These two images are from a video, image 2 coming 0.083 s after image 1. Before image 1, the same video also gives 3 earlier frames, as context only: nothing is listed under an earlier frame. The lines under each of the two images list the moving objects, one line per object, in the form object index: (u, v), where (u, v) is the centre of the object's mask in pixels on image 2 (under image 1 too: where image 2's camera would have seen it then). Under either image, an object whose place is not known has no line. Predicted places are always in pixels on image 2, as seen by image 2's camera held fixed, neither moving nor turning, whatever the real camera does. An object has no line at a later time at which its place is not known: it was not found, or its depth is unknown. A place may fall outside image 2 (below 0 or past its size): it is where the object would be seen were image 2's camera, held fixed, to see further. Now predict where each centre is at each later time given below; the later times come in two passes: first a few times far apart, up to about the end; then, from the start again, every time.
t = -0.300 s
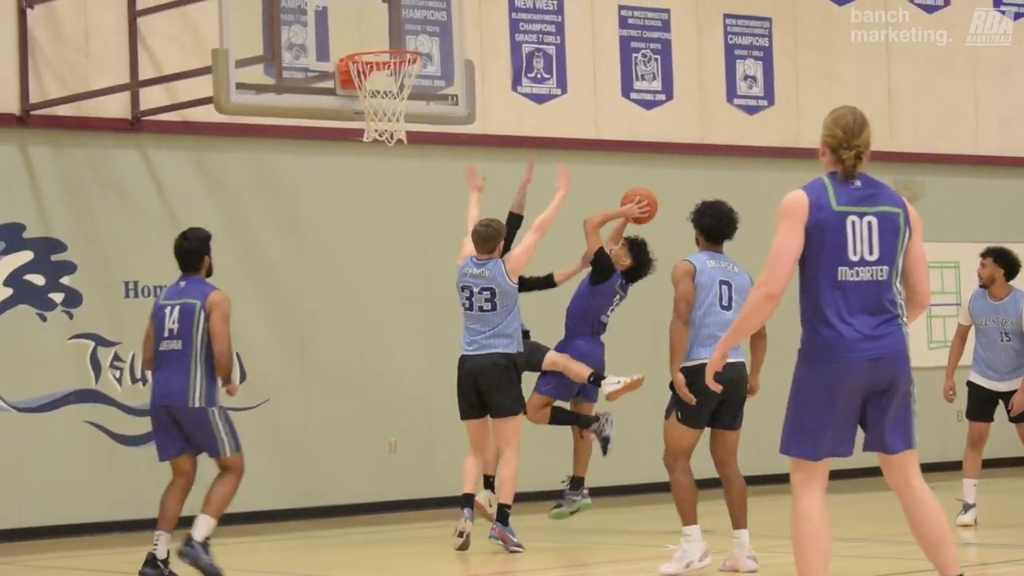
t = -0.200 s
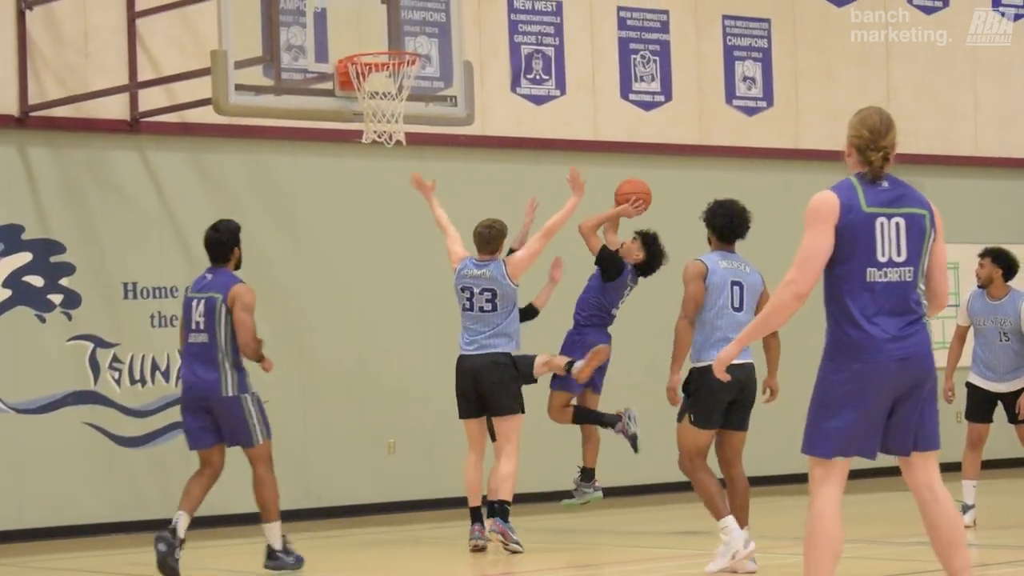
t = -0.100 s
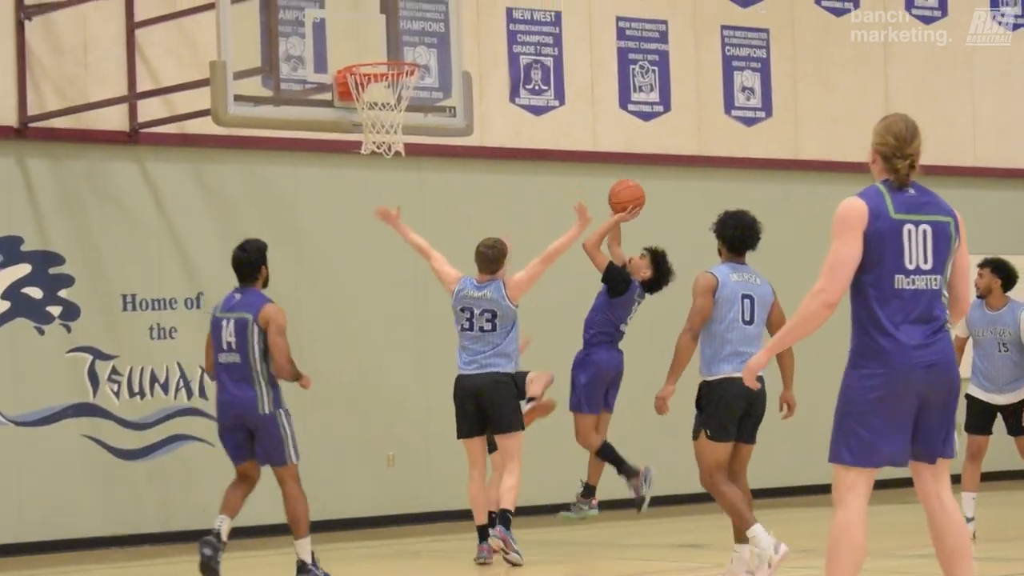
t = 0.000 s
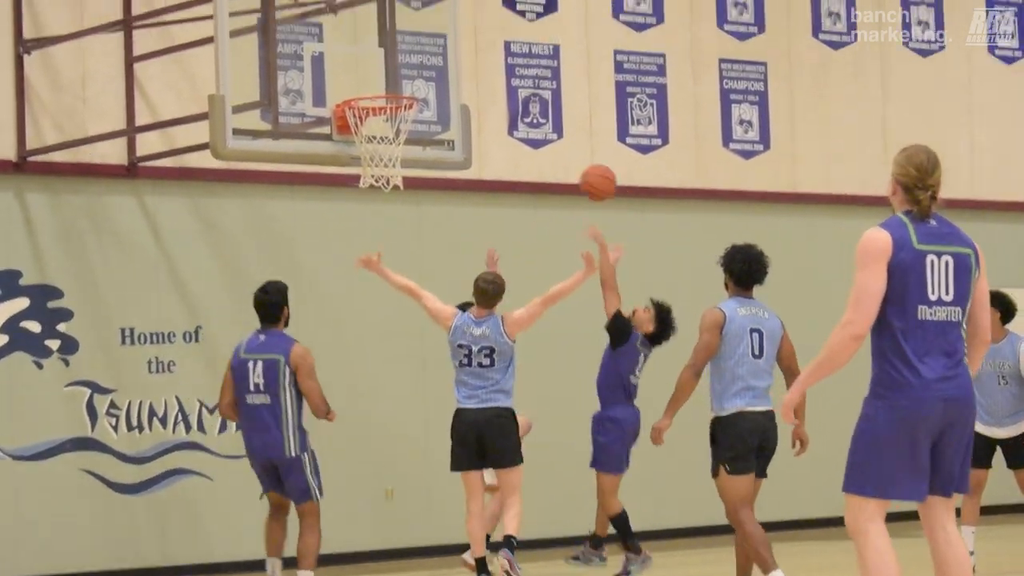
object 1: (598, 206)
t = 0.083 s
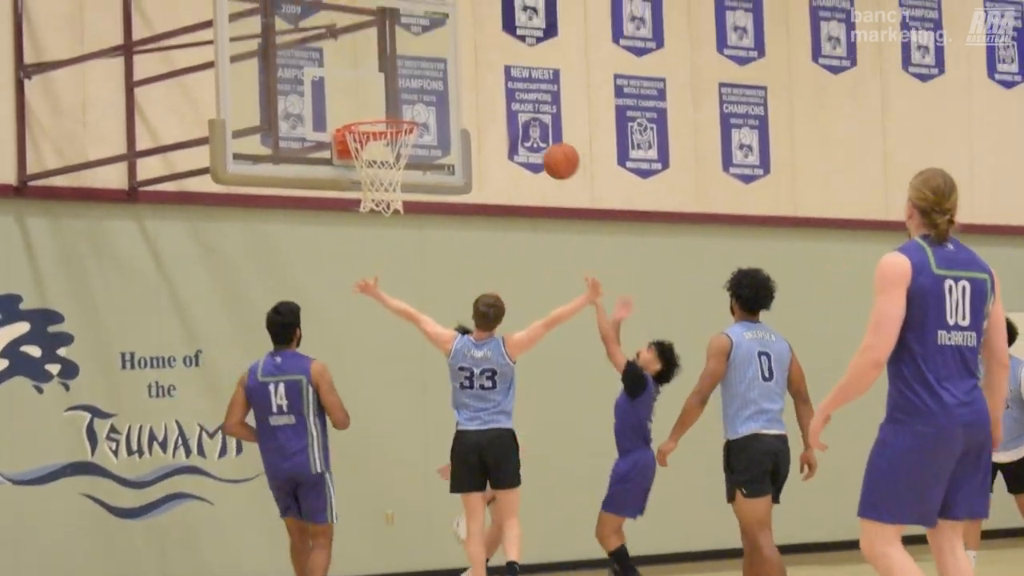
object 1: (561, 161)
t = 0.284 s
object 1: (473, 94)
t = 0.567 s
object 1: (383, 100)
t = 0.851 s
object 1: (379, 196)
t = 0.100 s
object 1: (554, 153)
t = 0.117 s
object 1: (547, 146)
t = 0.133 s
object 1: (539, 138)
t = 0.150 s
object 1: (531, 132)
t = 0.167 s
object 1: (524, 126)
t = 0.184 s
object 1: (517, 120)
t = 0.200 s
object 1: (509, 114)
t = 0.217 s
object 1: (502, 109)
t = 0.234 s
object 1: (494, 105)
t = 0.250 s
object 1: (488, 101)
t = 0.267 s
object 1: (480, 97)
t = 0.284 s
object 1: (473, 94)
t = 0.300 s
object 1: (466, 90)
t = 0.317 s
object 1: (459, 88)
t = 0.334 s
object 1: (451, 86)
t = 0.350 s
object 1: (445, 85)
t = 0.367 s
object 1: (438, 83)
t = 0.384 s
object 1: (431, 83)
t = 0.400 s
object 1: (424, 82)
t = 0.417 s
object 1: (417, 82)
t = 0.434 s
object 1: (410, 83)
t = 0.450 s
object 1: (402, 84)
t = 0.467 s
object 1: (395, 85)
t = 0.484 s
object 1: (389, 87)
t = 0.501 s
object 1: (387, 89)
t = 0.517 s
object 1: (386, 91)
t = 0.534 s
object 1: (384, 93)
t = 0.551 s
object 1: (383, 96)
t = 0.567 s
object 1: (383, 100)
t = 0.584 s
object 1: (382, 103)
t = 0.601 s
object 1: (380, 105)
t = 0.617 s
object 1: (379, 108)
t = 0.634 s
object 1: (378, 111)
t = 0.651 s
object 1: (378, 114)
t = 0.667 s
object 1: (379, 124)
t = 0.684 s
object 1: (377, 136)
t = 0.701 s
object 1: (376, 142)
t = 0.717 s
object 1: (376, 148)
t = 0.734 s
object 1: (375, 155)
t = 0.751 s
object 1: (375, 166)
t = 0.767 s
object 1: (374, 171)
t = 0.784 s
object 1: (375, 176)
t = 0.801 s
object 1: (375, 179)
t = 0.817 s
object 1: (376, 182)
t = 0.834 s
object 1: (376, 184)
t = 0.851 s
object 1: (379, 196)
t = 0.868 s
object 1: (379, 198)
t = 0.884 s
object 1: (380, 201)
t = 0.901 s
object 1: (381, 206)
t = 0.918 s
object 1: (382, 212)
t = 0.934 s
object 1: (383, 218)
